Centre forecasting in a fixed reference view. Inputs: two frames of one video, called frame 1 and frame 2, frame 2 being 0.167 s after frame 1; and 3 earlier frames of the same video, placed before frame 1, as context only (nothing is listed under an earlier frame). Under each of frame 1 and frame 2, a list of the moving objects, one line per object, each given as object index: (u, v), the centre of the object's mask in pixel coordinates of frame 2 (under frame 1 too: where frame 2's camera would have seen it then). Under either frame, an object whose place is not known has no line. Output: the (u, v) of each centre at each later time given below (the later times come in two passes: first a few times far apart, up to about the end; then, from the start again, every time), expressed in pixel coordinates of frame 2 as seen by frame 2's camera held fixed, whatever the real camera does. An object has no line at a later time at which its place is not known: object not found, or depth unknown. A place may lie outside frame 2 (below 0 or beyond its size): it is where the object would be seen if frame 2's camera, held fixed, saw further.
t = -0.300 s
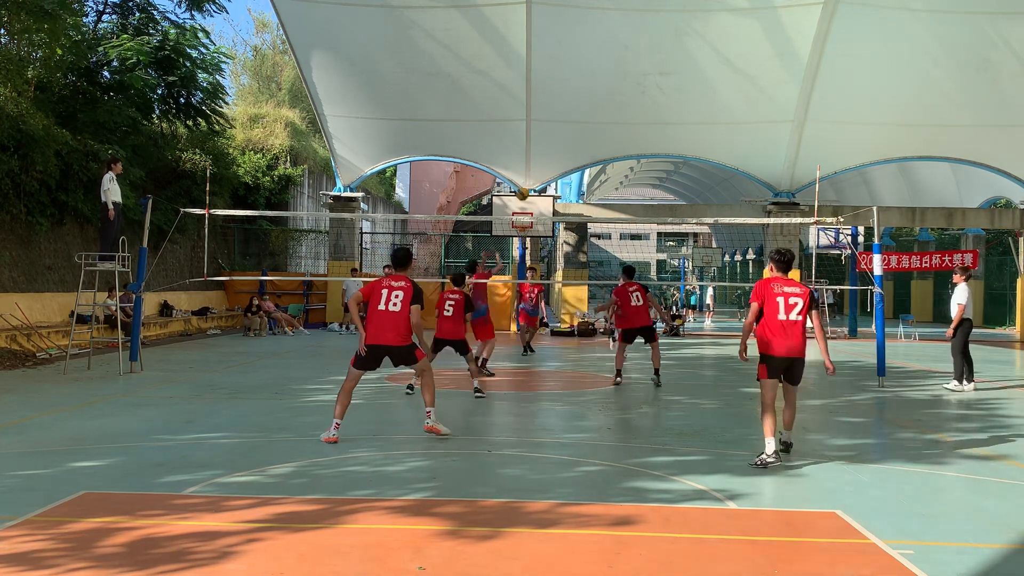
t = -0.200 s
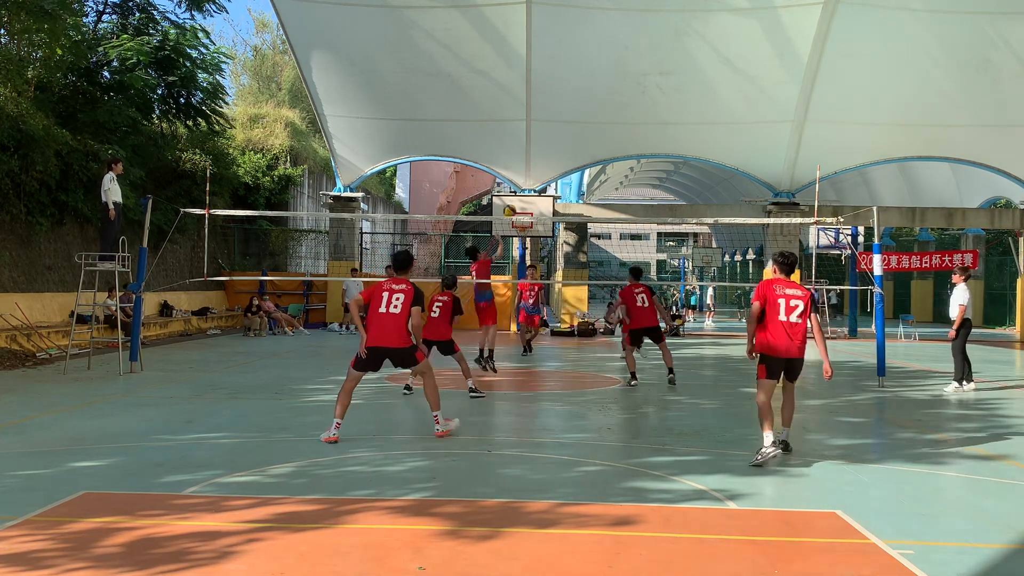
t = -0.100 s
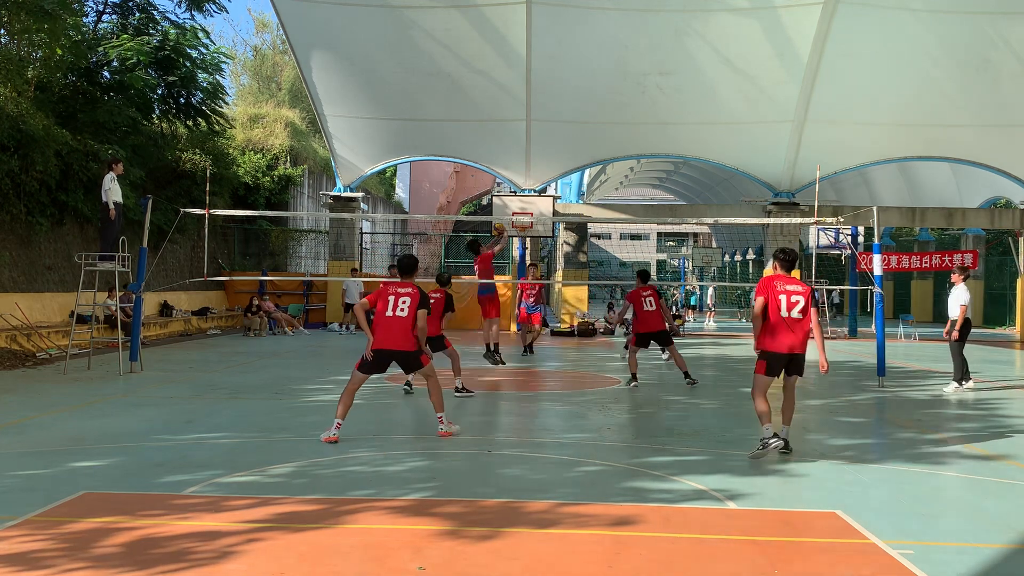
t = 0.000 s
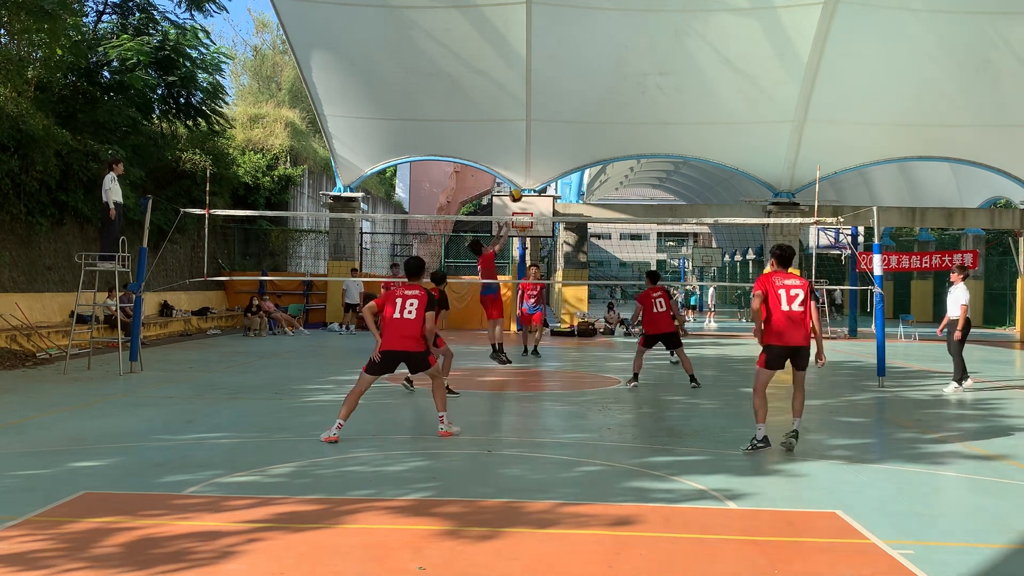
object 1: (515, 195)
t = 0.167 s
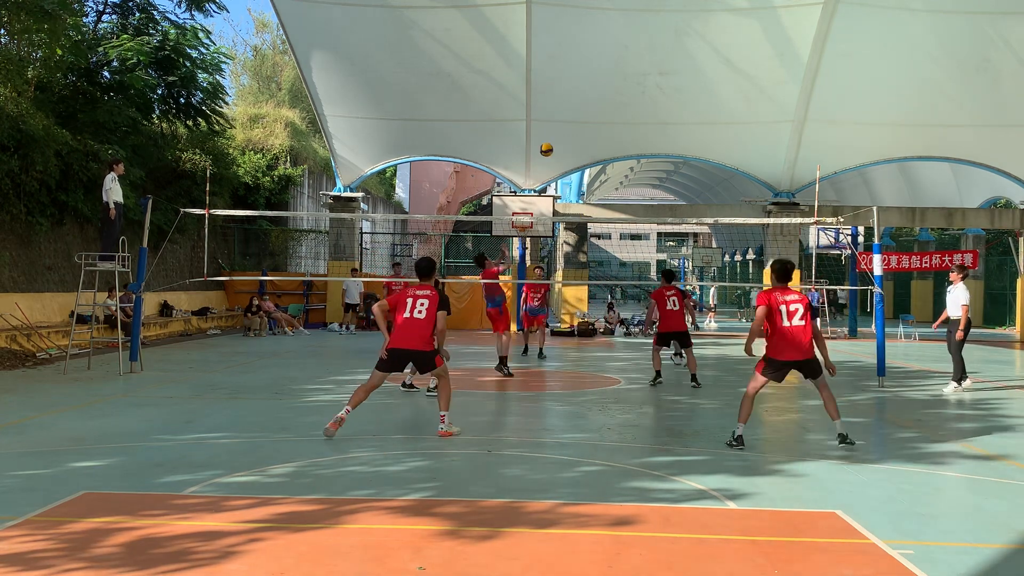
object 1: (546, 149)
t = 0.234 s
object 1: (558, 136)
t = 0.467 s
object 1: (597, 114)
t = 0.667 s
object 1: (631, 122)
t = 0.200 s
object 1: (552, 143)
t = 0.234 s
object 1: (558, 136)
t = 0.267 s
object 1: (564, 131)
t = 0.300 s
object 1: (569, 127)
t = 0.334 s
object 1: (575, 122)
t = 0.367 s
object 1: (580, 119)
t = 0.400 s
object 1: (586, 117)
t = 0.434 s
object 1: (592, 115)
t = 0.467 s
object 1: (597, 114)
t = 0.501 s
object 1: (604, 114)
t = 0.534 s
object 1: (609, 114)
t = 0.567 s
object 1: (615, 115)
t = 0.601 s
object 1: (620, 117)
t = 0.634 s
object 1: (626, 119)
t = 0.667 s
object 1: (631, 122)
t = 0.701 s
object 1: (637, 126)
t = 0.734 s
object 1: (642, 130)
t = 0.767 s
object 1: (647, 135)
